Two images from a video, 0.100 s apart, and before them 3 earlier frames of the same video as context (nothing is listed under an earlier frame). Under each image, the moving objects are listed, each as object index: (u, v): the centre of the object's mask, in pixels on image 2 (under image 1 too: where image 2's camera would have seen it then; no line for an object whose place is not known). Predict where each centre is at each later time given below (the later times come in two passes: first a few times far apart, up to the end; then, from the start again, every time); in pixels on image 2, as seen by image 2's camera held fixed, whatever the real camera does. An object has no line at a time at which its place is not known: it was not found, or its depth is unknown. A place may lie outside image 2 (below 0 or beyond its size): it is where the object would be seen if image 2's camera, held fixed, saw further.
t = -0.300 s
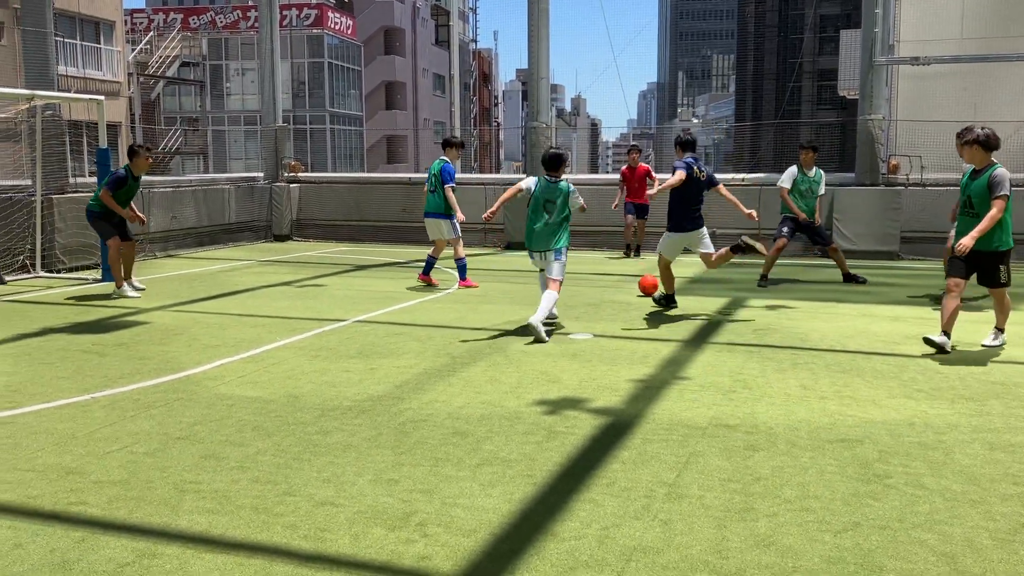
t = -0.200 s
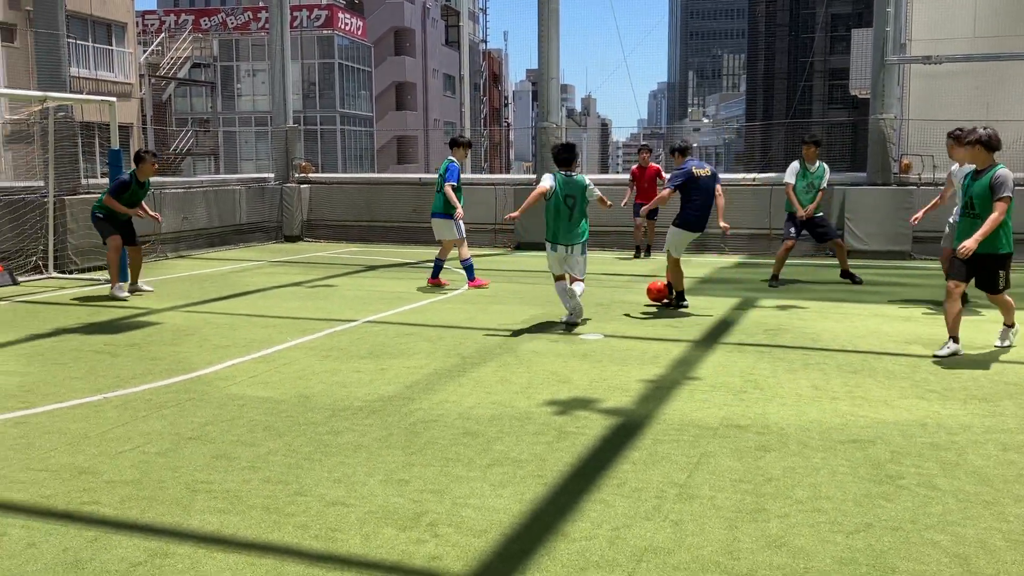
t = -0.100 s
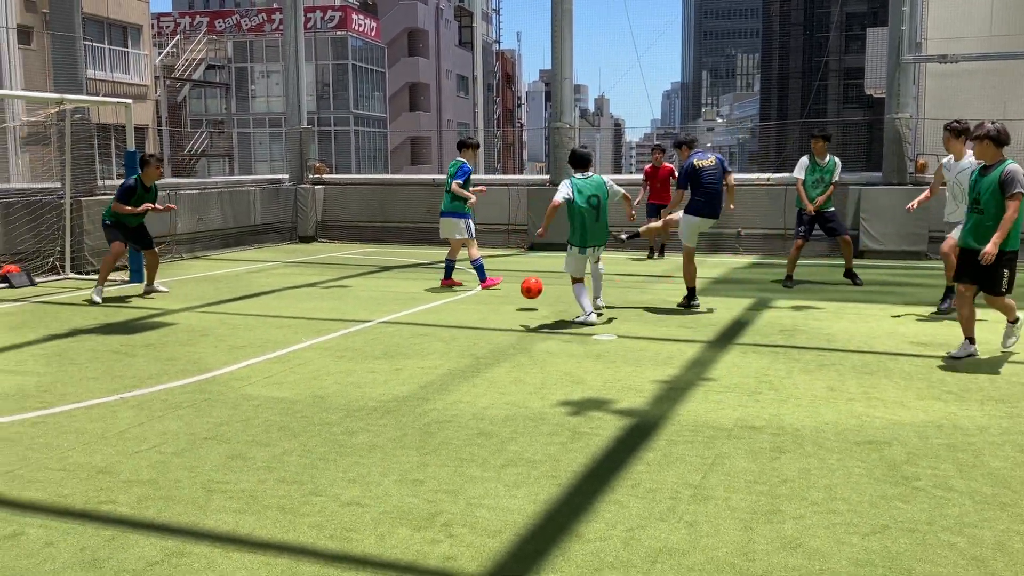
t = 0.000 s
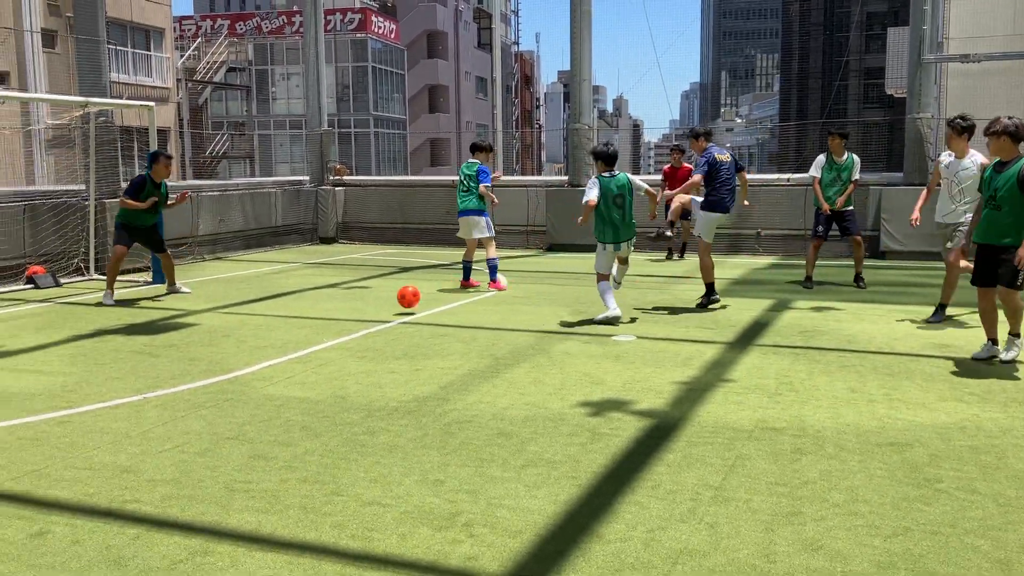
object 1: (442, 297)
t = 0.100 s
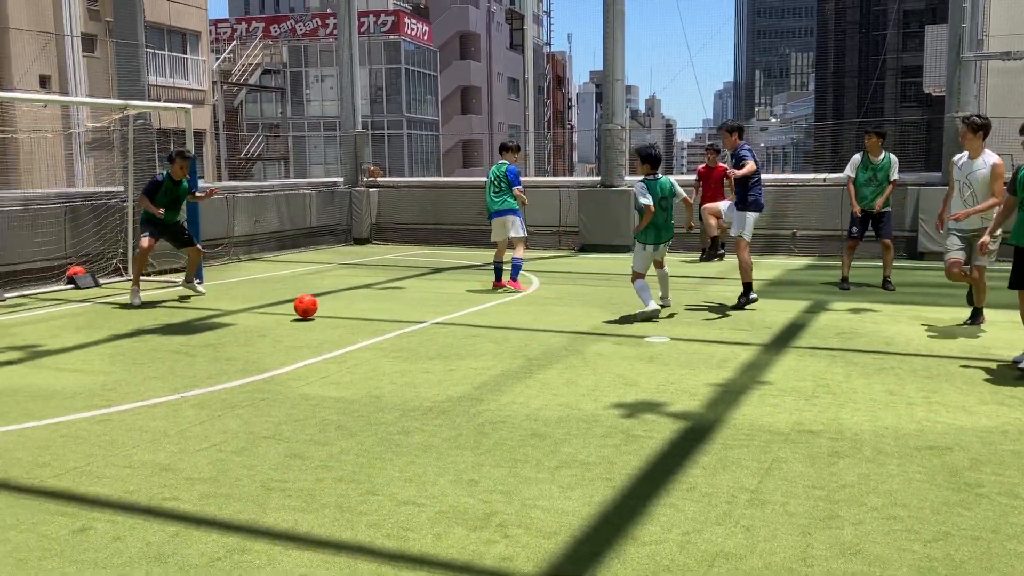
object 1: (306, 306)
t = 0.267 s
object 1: (99, 315)
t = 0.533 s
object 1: (-220, 334)
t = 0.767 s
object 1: (-285, 329)
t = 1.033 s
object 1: (-275, 356)
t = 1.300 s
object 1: (-337, 382)
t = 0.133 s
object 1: (263, 307)
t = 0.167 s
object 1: (221, 310)
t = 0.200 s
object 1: (178, 314)
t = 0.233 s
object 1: (138, 314)
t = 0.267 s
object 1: (99, 315)
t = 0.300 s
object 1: (58, 316)
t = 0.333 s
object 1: (18, 320)
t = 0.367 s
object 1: (-23, 324)
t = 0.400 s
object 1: (-61, 323)
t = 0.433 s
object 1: (-100, 323)
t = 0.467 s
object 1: (-140, 326)
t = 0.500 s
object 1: (-180, 329)
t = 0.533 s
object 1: (-220, 334)
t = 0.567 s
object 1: (-261, 338)
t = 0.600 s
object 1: (-300, 338)
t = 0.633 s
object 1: (-300, 333)
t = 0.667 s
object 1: (-297, 330)
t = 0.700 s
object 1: (-294, 329)
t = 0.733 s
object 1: (-290, 328)
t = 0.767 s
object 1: (-285, 329)
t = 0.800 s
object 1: (-280, 332)
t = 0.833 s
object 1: (-277, 337)
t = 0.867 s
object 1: (-271, 343)
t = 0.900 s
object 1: (-266, 350)
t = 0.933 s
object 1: (-263, 356)
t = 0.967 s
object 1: (-267, 355)
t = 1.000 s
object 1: (-271, 355)
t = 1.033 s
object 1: (-275, 356)
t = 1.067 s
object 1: (-279, 360)
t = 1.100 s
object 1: (-282, 365)
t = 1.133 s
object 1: (-288, 369)
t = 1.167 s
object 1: (-297, 370)
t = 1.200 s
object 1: (-306, 372)
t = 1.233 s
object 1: (-315, 376)
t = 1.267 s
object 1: (-325, 380)
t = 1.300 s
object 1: (-337, 382)
